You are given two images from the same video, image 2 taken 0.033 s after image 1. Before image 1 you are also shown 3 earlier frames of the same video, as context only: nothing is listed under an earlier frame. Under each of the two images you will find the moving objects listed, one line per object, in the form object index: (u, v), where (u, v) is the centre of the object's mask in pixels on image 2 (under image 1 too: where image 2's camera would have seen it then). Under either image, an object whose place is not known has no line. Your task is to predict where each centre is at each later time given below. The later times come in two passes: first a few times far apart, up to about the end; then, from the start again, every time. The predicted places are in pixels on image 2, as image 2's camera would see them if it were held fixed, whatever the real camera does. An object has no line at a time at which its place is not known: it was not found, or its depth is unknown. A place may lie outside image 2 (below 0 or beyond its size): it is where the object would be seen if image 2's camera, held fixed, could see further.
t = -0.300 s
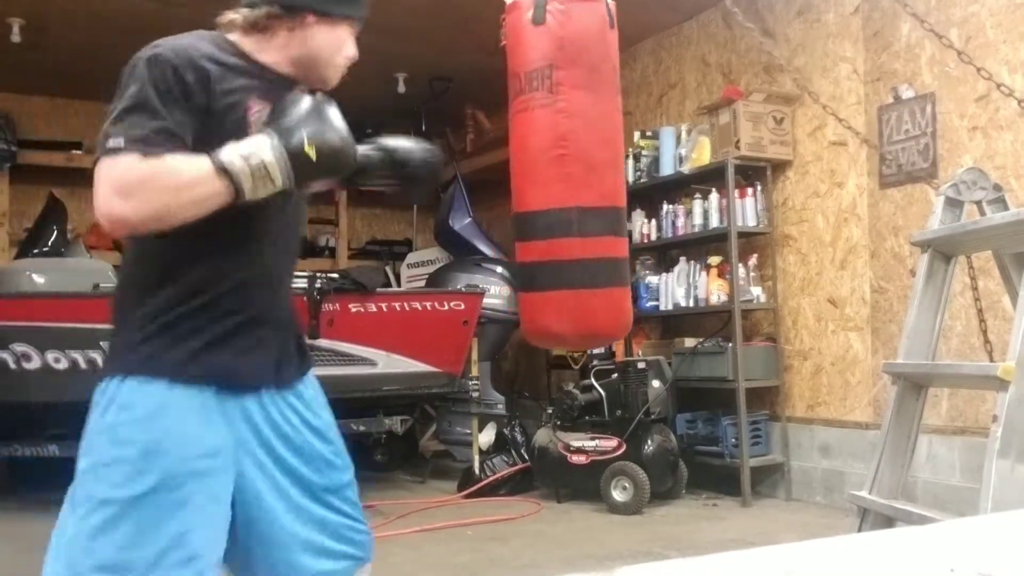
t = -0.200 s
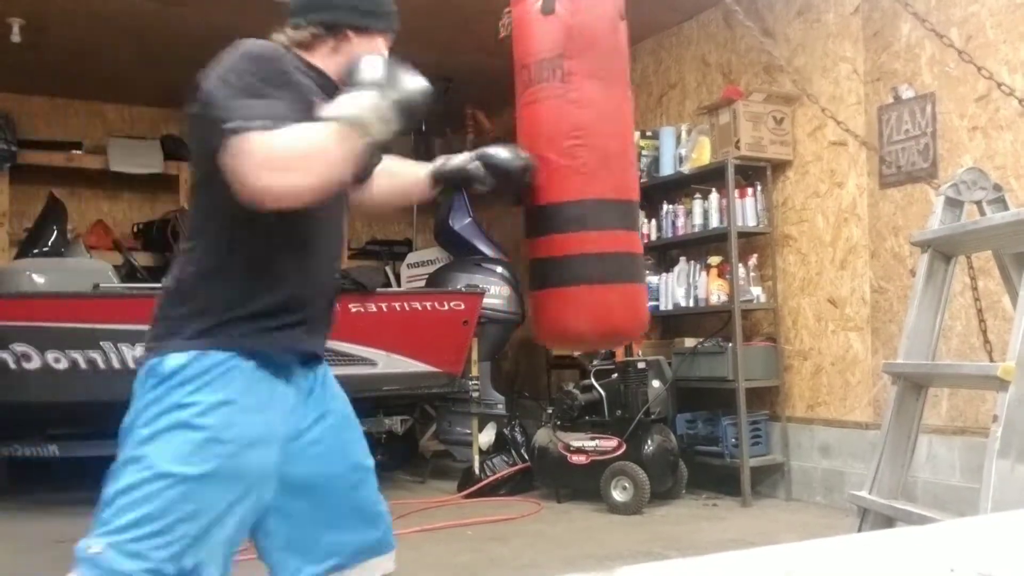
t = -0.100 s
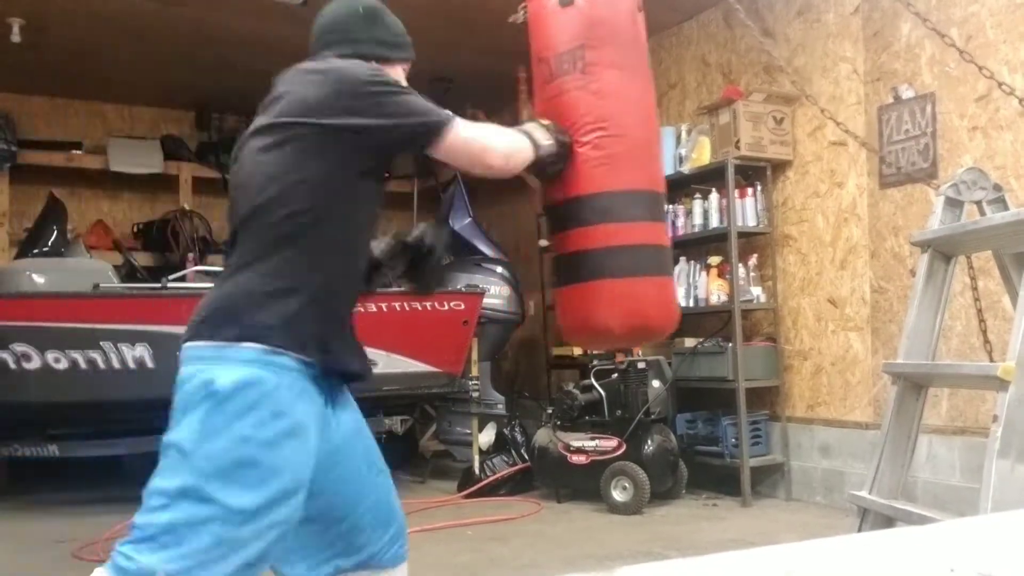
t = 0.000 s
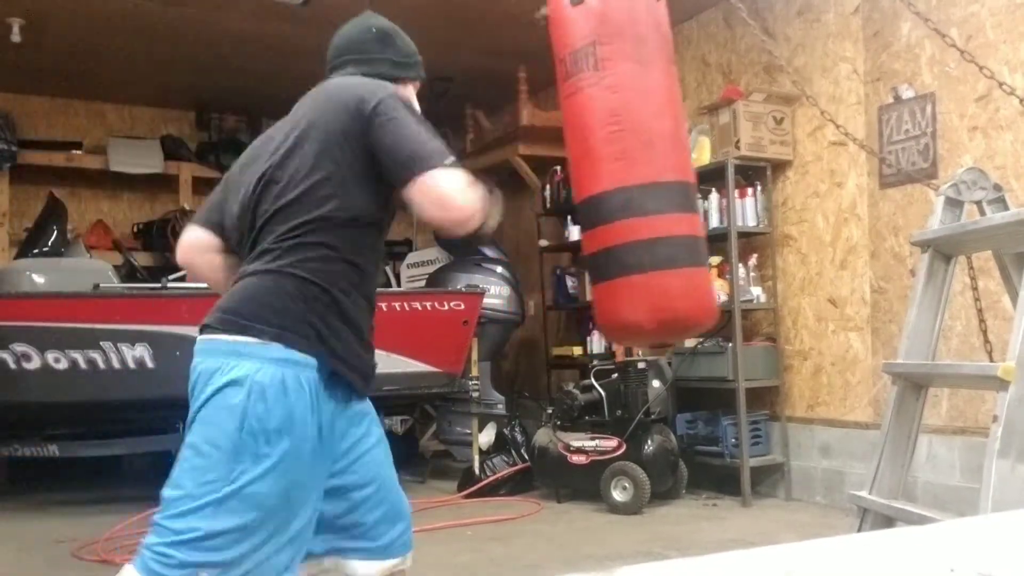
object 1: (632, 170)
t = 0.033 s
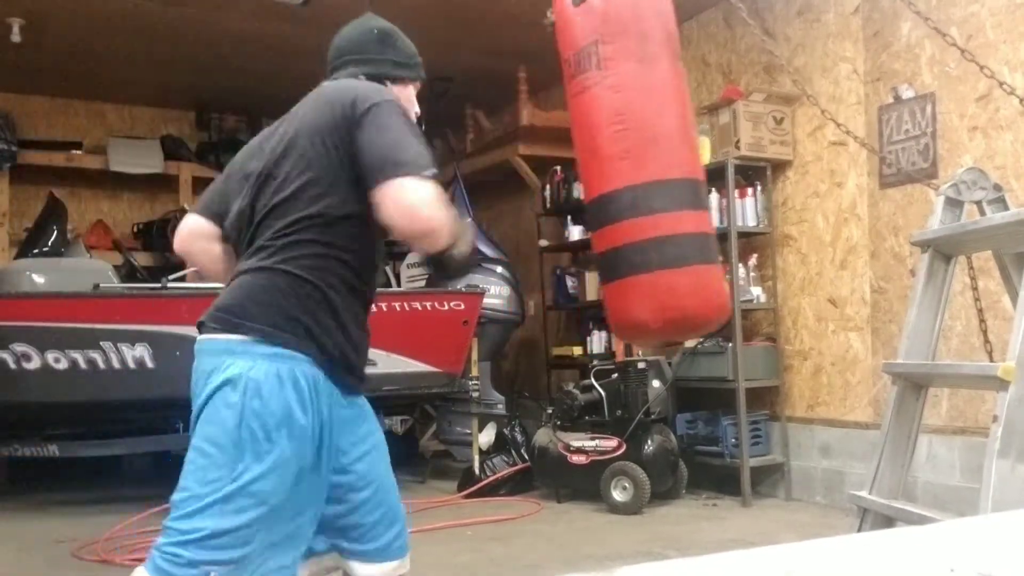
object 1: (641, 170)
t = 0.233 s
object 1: (681, 164)
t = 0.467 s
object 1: (690, 165)
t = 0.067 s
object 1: (649, 169)
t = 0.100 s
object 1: (657, 169)
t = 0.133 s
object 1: (664, 168)
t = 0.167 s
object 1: (670, 167)
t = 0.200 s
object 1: (676, 165)
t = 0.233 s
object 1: (681, 164)
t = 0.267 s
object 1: (685, 164)
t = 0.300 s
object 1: (688, 163)
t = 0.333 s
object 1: (690, 163)
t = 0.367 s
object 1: (691, 164)
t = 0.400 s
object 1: (691, 164)
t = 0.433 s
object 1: (691, 164)
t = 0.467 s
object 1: (690, 165)
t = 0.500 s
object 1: (687, 166)
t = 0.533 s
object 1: (684, 167)
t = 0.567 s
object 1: (679, 167)
